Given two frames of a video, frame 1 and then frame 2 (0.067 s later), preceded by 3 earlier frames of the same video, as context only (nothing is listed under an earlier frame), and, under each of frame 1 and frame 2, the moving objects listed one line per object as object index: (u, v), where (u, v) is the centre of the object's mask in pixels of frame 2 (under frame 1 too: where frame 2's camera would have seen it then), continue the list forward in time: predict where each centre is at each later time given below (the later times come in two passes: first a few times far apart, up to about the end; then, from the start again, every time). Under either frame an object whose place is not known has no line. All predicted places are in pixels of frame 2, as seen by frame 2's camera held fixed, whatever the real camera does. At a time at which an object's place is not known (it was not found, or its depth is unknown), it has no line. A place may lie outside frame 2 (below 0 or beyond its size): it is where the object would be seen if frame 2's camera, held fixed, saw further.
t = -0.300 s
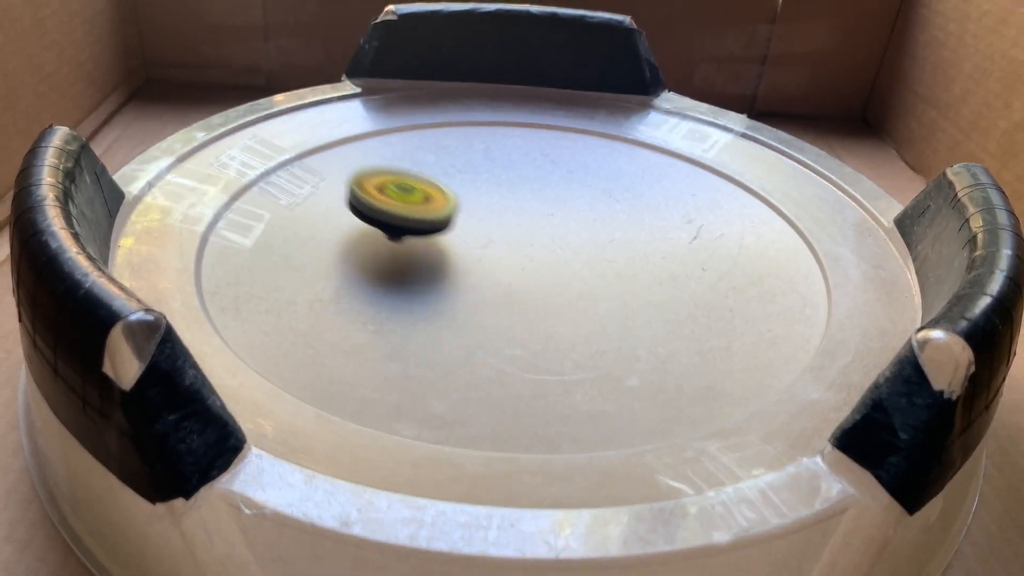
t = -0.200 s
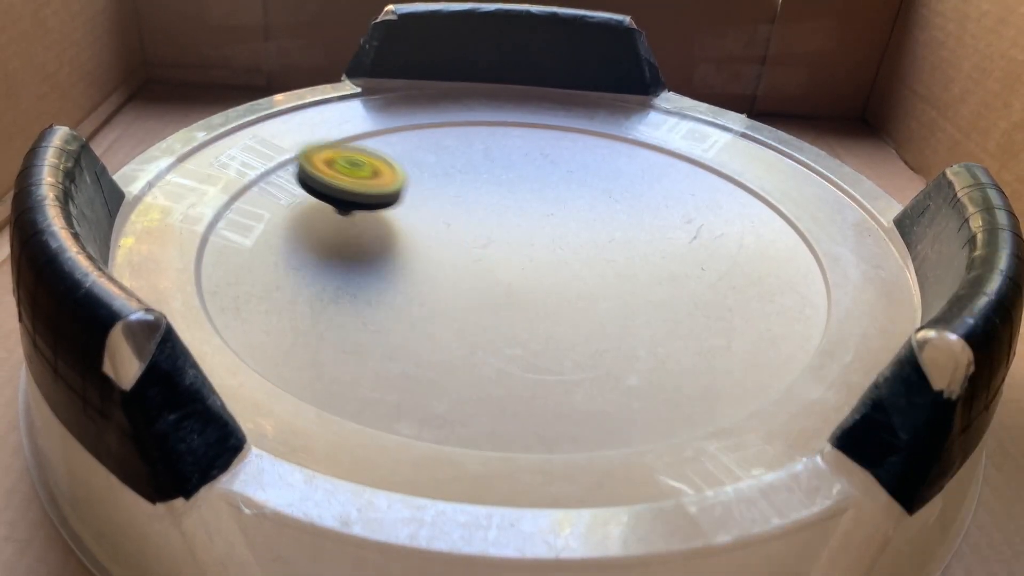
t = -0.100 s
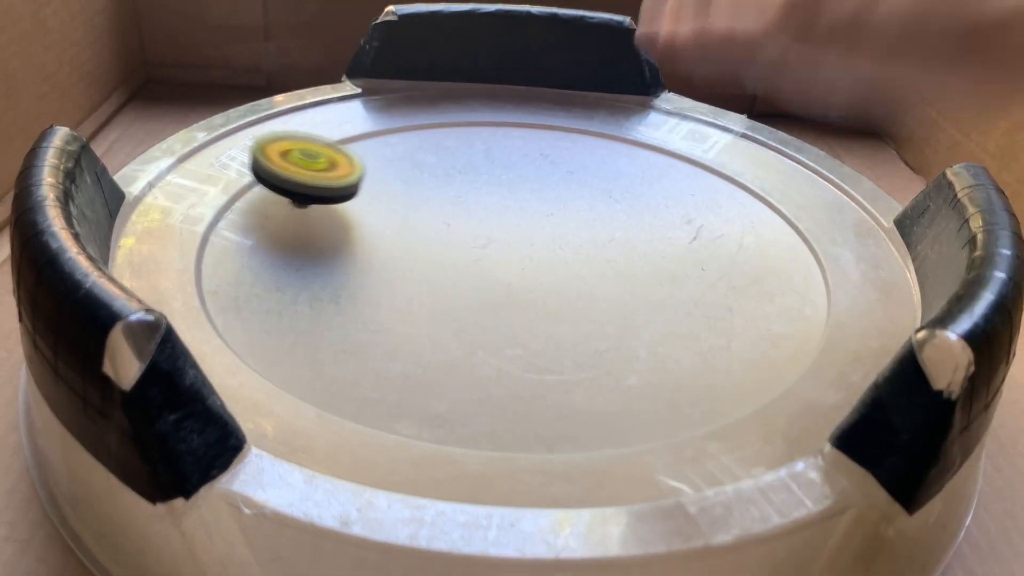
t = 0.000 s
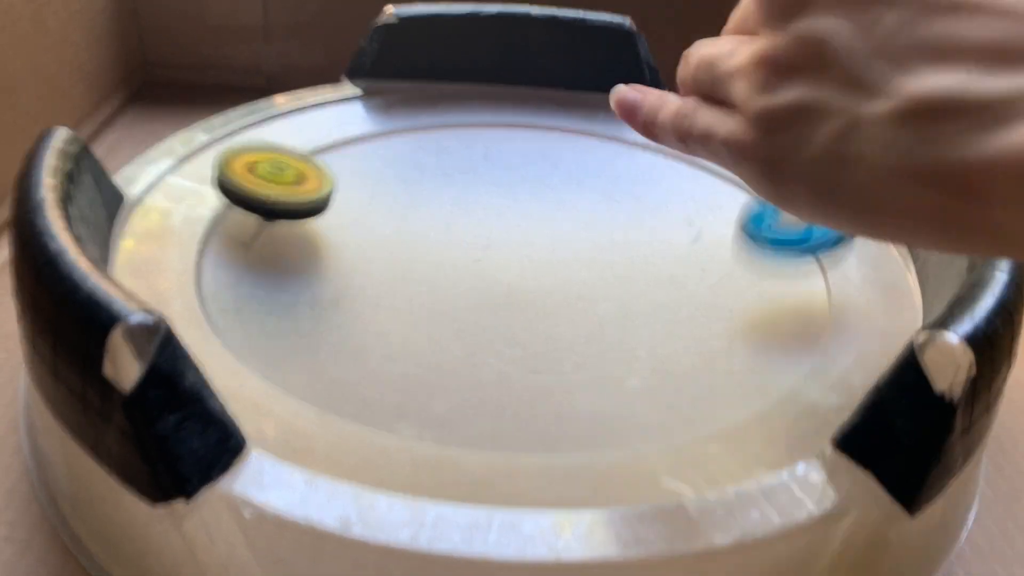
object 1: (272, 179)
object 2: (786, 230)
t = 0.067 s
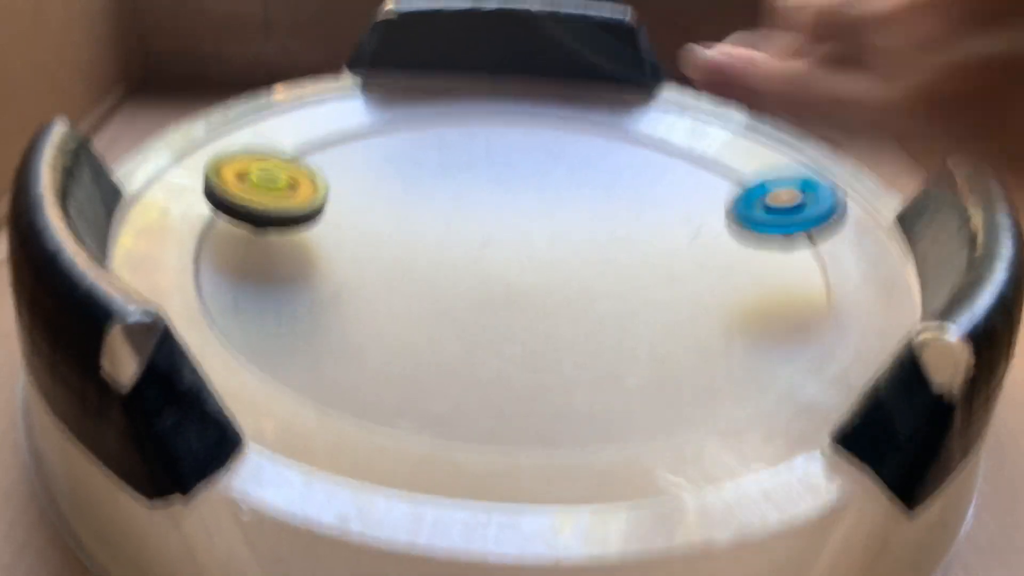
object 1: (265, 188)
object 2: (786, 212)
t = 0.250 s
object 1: (341, 234)
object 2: (751, 245)
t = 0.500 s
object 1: (479, 200)
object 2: (771, 288)
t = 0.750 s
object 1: (461, 124)
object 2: (736, 270)
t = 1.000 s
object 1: (383, 136)
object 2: (567, 366)
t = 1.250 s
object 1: (482, 208)
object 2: (756, 340)
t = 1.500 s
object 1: (625, 183)
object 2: (510, 276)
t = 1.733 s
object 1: (622, 127)
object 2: (377, 355)
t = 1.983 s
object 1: (533, 148)
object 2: (621, 425)
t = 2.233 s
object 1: (573, 227)
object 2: (555, 293)
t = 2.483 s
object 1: (648, 202)
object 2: (263, 301)
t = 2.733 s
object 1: (620, 197)
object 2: (573, 333)
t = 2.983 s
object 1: (617, 199)
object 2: (218, 216)
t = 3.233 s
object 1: (602, 253)
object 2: (271, 331)
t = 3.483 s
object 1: (678, 270)
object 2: (521, 267)
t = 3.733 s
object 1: (654, 248)
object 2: (234, 112)
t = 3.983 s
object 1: (550, 271)
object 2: (191, 156)
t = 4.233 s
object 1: (556, 329)
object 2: (263, 167)
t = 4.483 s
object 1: (630, 305)
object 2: (480, 192)
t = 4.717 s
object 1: (521, 266)
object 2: (422, 97)
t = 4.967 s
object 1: (400, 275)
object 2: (443, 210)
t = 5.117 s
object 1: (396, 307)
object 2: (613, 183)
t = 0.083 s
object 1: (265, 198)
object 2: (784, 204)
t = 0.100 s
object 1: (268, 201)
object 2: (782, 203)
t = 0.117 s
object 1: (271, 206)
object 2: (778, 208)
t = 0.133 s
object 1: (276, 210)
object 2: (771, 220)
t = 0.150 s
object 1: (282, 214)
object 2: (765, 238)
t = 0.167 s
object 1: (289, 218)
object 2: (763, 233)
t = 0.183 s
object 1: (298, 223)
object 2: (763, 227)
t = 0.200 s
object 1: (309, 224)
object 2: (761, 227)
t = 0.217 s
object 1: (320, 230)
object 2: (757, 237)
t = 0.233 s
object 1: (329, 233)
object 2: (753, 246)
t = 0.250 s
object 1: (341, 234)
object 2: (751, 245)
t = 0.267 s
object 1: (354, 237)
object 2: (746, 248)
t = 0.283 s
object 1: (367, 236)
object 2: (741, 253)
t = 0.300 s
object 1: (379, 237)
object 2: (740, 256)
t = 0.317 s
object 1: (390, 237)
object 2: (739, 260)
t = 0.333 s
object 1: (400, 236)
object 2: (739, 262)
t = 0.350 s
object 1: (412, 234)
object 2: (740, 266)
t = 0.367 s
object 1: (423, 232)
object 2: (741, 270)
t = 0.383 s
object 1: (432, 230)
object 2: (743, 273)
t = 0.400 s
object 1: (441, 226)
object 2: (745, 275)
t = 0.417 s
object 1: (449, 223)
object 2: (748, 278)
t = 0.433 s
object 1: (457, 219)
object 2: (752, 281)
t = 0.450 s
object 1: (463, 216)
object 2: (756, 284)
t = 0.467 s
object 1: (469, 210)
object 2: (761, 286)
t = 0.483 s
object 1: (474, 205)
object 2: (766, 287)
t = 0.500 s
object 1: (479, 200)
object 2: (771, 288)
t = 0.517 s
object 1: (482, 195)
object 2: (776, 288)
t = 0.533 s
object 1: (485, 189)
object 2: (781, 288)
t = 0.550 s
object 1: (487, 184)
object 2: (785, 287)
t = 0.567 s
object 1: (488, 179)
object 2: (790, 286)
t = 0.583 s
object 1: (489, 173)
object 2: (793, 285)
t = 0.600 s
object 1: (489, 167)
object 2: (795, 283)
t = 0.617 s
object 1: (488, 162)
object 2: (796, 280)
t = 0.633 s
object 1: (487, 156)
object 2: (795, 278)
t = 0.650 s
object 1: (485, 152)
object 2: (793, 276)
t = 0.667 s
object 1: (482, 146)
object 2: (787, 273)
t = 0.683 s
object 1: (479, 141)
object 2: (781, 271)
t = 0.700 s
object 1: (475, 136)
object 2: (772, 270)
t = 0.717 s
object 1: (471, 132)
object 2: (761, 269)
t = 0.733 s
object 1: (466, 128)
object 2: (749, 269)
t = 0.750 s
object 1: (461, 124)
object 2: (736, 270)
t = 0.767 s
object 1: (456, 121)
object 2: (721, 272)
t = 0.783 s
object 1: (450, 119)
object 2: (707, 275)
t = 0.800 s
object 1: (444, 116)
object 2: (691, 278)
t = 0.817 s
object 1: (438, 115)
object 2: (676, 282)
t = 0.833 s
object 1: (431, 114)
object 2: (660, 287)
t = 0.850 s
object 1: (425, 113)
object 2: (646, 293)
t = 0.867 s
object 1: (418, 114)
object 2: (631, 299)
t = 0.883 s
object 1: (412, 114)
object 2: (617, 306)
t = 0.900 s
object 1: (406, 116)
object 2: (604, 313)
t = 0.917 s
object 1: (401, 119)
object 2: (593, 321)
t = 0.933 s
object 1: (396, 121)
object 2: (584, 329)
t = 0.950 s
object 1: (392, 125)
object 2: (576, 338)
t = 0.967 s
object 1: (388, 128)
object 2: (571, 346)
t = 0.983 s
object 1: (385, 132)
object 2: (568, 356)
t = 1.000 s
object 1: (383, 136)
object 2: (567, 366)
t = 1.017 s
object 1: (382, 142)
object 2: (571, 376)
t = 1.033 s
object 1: (383, 147)
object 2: (578, 386)
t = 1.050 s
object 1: (385, 153)
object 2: (590, 397)
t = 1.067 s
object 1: (388, 159)
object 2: (611, 391)
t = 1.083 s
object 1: (393, 165)
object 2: (628, 375)
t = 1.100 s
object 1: (399, 171)
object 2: (645, 365)
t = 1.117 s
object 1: (404, 177)
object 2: (659, 362)
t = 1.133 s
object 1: (413, 182)
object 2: (672, 366)
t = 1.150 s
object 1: (421, 186)
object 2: (687, 368)
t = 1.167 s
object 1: (431, 191)
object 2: (701, 360)
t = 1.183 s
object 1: (441, 195)
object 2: (712, 358)
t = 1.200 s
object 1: (451, 199)
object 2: (726, 355)
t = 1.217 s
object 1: (460, 202)
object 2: (738, 351)
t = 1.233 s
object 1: (472, 205)
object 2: (748, 346)
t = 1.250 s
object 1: (482, 208)
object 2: (756, 340)
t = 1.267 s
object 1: (493, 209)
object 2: (760, 334)
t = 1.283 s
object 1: (505, 211)
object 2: (760, 327)
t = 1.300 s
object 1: (516, 211)
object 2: (756, 321)
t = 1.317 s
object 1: (527, 212)
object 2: (749, 313)
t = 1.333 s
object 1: (539, 211)
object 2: (738, 307)
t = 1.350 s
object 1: (550, 210)
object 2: (725, 301)
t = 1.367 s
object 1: (560, 209)
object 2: (708, 295)
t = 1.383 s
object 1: (570, 207)
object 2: (689, 290)
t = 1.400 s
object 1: (580, 205)
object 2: (666, 286)
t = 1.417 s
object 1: (589, 202)
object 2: (641, 282)
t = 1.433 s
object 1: (597, 199)
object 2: (616, 279)
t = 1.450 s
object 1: (606, 196)
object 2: (595, 277)
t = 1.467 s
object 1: (613, 192)
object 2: (566, 275)
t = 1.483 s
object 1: (619, 188)
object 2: (538, 275)
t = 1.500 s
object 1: (625, 183)
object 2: (510, 276)
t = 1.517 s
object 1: (630, 179)
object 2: (483, 277)
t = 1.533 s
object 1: (634, 175)
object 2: (454, 279)
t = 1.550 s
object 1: (637, 170)
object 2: (425, 282)
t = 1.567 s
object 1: (640, 166)
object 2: (397, 287)
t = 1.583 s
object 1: (642, 161)
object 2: (369, 293)
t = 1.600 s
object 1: (643, 156)
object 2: (342, 301)
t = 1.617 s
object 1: (643, 152)
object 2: (314, 311)
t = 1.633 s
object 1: (642, 147)
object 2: (290, 323)
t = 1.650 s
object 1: (641, 142)
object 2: (274, 333)
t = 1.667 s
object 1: (638, 138)
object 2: (291, 323)
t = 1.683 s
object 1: (634, 134)
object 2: (310, 320)
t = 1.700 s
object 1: (631, 131)
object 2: (331, 325)
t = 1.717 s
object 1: (627, 129)
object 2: (354, 337)
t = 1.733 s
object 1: (622, 127)
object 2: (377, 355)
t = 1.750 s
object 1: (616, 125)
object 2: (405, 385)
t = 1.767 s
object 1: (610, 122)
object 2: (437, 428)
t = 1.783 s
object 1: (603, 120)
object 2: (468, 439)
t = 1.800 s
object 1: (598, 119)
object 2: (493, 431)
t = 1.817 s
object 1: (591, 118)
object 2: (515, 432)
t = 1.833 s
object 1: (584, 119)
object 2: (539, 440)
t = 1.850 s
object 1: (578, 120)
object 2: (561, 450)
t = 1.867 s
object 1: (572, 121)
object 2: (573, 449)
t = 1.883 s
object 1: (566, 123)
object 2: (586, 451)
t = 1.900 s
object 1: (561, 125)
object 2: (599, 448)
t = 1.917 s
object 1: (555, 129)
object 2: (608, 445)
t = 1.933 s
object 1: (549, 132)
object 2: (614, 441)
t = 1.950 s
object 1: (543, 137)
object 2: (618, 436)
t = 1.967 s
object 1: (538, 141)
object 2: (620, 432)
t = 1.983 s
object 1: (533, 148)
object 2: (621, 425)
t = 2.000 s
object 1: (529, 154)
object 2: (619, 419)
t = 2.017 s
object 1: (526, 159)
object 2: (618, 412)
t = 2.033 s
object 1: (524, 165)
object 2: (615, 404)
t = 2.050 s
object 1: (524, 171)
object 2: (612, 397)
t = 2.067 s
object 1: (524, 178)
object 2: (608, 395)
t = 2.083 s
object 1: (525, 185)
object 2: (610, 387)
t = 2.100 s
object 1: (528, 192)
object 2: (613, 378)
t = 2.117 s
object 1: (530, 198)
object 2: (615, 368)
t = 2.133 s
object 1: (534, 205)
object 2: (617, 355)
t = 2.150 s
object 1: (538, 211)
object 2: (614, 345)
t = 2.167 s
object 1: (544, 217)
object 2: (608, 332)
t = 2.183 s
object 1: (550, 223)
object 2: (599, 320)
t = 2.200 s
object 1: (557, 229)
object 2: (587, 308)
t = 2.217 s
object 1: (564, 231)
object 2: (573, 299)
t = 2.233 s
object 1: (573, 227)
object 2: (555, 293)
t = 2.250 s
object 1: (581, 225)
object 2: (534, 289)
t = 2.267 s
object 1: (588, 221)
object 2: (510, 290)
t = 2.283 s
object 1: (596, 220)
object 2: (480, 284)
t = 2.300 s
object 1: (602, 217)
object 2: (456, 284)
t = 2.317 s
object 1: (608, 216)
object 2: (430, 282)
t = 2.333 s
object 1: (613, 215)
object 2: (404, 280)
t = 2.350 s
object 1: (617, 213)
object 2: (380, 280)
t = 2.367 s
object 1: (622, 212)
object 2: (355, 280)
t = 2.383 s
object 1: (627, 211)
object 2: (331, 282)
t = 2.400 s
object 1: (632, 209)
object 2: (307, 284)
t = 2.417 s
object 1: (636, 208)
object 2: (287, 287)
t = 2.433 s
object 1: (639, 206)
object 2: (264, 293)
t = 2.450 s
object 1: (643, 205)
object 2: (246, 299)
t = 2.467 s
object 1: (646, 203)
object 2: (243, 301)
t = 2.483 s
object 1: (648, 202)
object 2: (263, 301)
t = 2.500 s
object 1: (650, 200)
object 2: (284, 307)
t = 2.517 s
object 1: (651, 198)
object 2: (309, 322)
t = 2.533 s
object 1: (652, 197)
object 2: (332, 343)
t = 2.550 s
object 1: (652, 196)
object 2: (361, 363)
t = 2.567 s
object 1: (650, 196)
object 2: (382, 364)
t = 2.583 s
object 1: (649, 195)
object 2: (403, 370)
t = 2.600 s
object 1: (646, 193)
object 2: (431, 382)
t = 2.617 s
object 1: (644, 194)
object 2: (454, 383)
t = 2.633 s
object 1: (640, 193)
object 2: (481, 384)
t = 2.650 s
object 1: (638, 192)
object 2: (502, 381)
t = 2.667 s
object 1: (635, 192)
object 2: (524, 375)
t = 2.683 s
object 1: (631, 192)
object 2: (543, 366)
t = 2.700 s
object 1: (628, 194)
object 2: (556, 357)
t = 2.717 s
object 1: (624, 195)
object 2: (567, 346)
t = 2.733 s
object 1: (620, 197)
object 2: (573, 333)
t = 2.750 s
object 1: (617, 199)
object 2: (575, 318)
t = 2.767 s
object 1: (614, 202)
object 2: (574, 304)
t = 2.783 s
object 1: (610, 205)
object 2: (568, 290)
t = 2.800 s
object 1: (608, 208)
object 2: (562, 277)
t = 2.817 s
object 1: (609, 209)
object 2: (545, 263)
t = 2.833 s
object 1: (617, 204)
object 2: (508, 256)
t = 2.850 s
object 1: (623, 200)
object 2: (478, 250)
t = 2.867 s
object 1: (627, 196)
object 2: (446, 244)
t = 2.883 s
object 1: (630, 195)
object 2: (414, 237)
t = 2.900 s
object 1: (631, 194)
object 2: (380, 231)
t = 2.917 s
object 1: (630, 193)
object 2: (350, 226)
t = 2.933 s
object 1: (628, 194)
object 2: (318, 222)
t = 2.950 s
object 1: (625, 195)
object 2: (285, 219)
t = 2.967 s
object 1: (622, 197)
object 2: (254, 217)
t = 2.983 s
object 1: (617, 199)
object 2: (218, 216)
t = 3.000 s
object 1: (613, 202)
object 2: (204, 215)
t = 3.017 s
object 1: (611, 202)
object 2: (205, 212)
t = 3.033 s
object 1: (606, 206)
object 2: (202, 218)
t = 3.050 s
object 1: (603, 210)
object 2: (204, 232)
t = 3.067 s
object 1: (599, 213)
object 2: (206, 253)
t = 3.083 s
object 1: (597, 216)
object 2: (212, 281)
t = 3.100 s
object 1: (595, 220)
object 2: (222, 314)
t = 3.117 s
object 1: (594, 224)
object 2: (217, 308)
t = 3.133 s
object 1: (592, 228)
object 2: (218, 303)
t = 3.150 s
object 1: (593, 232)
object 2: (224, 305)
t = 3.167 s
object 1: (593, 237)
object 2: (233, 312)
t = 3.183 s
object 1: (595, 241)
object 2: (246, 329)
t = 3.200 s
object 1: (597, 245)
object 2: (256, 342)
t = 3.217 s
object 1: (599, 249)
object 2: (261, 335)
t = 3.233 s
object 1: (602, 253)
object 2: (271, 331)
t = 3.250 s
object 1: (606, 255)
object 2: (279, 335)
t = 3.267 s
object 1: (610, 258)
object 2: (293, 342)
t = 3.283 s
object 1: (615, 261)
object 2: (315, 342)
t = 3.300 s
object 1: (620, 263)
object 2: (342, 347)
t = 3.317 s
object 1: (626, 265)
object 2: (370, 352)
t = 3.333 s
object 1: (631, 267)
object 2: (393, 350)
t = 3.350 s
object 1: (637, 269)
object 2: (420, 349)
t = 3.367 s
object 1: (643, 270)
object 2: (441, 344)
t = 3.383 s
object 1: (649, 271)
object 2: (464, 337)
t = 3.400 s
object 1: (655, 272)
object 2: (483, 328)
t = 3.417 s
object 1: (660, 273)
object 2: (497, 318)
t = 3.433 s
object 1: (664, 273)
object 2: (508, 307)
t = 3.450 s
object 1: (669, 272)
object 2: (516, 294)
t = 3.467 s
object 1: (673, 271)
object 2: (520, 280)
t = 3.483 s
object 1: (678, 270)
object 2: (521, 267)
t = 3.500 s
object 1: (681, 269)
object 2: (518, 252)
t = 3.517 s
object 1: (684, 267)
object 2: (512, 237)
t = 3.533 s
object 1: (686, 265)
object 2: (503, 220)
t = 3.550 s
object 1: (688, 263)
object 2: (491, 205)
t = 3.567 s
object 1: (689, 262)
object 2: (475, 188)
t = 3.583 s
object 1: (689, 260)
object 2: (458, 176)
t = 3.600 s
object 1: (688, 257)
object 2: (438, 162)
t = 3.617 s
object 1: (687, 255)
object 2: (415, 148)
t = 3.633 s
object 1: (684, 253)
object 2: (391, 134)
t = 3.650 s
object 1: (680, 251)
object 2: (362, 122)
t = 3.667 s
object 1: (676, 250)
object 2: (335, 113)
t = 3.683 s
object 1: (669, 249)
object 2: (304, 101)
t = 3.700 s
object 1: (666, 249)
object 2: (285, 101)
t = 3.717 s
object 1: (660, 248)
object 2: (260, 104)
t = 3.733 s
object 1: (654, 248)
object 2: (234, 112)
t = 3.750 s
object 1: (646, 249)
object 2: (212, 129)
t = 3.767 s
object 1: (639, 249)
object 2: (186, 151)
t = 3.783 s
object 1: (631, 250)
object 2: (166, 150)
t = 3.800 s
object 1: (623, 250)
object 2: (148, 148)
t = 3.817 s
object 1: (616, 251)
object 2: (152, 140)
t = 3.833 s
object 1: (609, 252)
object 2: (155, 140)
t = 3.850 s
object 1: (601, 254)
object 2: (160, 144)
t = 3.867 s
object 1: (594, 255)
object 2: (168, 156)
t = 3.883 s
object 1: (587, 256)
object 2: (175, 162)
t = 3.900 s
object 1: (580, 258)
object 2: (176, 156)
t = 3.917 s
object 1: (575, 260)
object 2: (178, 156)
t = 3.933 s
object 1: (567, 264)
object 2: (182, 159)
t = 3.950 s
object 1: (562, 266)
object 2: (184, 159)
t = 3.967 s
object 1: (556, 269)
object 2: (187, 159)
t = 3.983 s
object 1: (550, 271)
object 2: (191, 156)
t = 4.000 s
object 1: (546, 275)
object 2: (195, 156)
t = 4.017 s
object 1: (541, 279)
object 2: (201, 155)
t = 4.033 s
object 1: (537, 283)
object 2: (206, 154)
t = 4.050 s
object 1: (534, 286)
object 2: (211, 154)
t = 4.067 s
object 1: (532, 291)
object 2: (217, 154)
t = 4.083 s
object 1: (531, 294)
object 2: (222, 153)
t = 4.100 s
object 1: (530, 299)
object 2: (228, 151)
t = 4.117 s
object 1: (530, 303)
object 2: (233, 151)
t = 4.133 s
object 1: (530, 307)
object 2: (238, 150)
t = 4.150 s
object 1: (532, 311)
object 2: (243, 149)
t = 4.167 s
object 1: (535, 316)
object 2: (248, 149)
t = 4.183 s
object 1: (539, 319)
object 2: (251, 150)
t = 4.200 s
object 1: (543, 323)
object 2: (254, 153)
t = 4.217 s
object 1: (550, 326)
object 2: (259, 161)
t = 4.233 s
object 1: (556, 329)
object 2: (263, 167)
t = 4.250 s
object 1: (564, 331)
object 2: (269, 175)
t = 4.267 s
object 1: (570, 333)
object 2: (275, 183)
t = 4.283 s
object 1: (577, 334)
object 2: (283, 190)
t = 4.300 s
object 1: (584, 335)
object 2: (296, 197)
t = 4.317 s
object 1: (591, 335)
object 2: (310, 203)
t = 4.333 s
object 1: (599, 334)
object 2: (326, 209)
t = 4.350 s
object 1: (606, 332)
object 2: (345, 213)
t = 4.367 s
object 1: (614, 331)
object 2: (363, 216)
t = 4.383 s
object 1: (620, 328)
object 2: (383, 217)
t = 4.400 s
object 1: (625, 325)
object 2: (402, 217)
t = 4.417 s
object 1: (628, 322)
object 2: (421, 214)
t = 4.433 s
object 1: (631, 317)
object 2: (438, 211)
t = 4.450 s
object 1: (632, 314)
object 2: (454, 206)
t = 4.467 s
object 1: (632, 309)
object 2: (468, 199)
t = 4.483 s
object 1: (630, 305)
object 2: (480, 192)
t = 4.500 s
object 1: (627, 301)
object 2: (491, 184)
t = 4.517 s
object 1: (623, 297)
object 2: (499, 174)
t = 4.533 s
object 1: (618, 293)
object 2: (505, 164)
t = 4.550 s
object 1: (611, 289)
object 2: (509, 154)
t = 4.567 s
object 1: (604, 286)
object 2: (511, 144)
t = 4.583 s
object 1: (596, 283)
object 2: (511, 132)
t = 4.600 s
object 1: (588, 281)
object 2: (508, 120)
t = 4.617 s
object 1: (579, 278)
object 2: (504, 110)
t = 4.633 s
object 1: (570, 275)
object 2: (498, 99)
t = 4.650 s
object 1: (559, 274)
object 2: (485, 90)
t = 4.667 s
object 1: (551, 271)
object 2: (471, 86)
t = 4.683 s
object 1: (541, 269)
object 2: (454, 84)
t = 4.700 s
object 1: (531, 268)
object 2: (440, 88)
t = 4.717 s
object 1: (521, 266)
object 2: (422, 97)
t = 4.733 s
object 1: (511, 265)
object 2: (406, 112)
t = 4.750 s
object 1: (501, 264)
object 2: (390, 123)
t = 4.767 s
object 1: (491, 265)
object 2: (380, 123)
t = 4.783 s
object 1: (482, 264)
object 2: (371, 125)
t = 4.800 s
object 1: (473, 264)
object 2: (358, 136)
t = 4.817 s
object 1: (465, 263)
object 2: (355, 141)
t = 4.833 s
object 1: (456, 264)
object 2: (354, 148)
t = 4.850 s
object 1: (448, 264)
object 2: (355, 158)
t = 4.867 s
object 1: (440, 266)
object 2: (360, 166)
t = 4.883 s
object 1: (433, 266)
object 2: (367, 174)
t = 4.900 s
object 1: (425, 267)
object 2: (377, 183)
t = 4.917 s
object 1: (418, 268)
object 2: (391, 192)
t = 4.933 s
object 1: (411, 270)
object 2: (406, 198)
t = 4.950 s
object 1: (406, 272)
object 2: (423, 204)
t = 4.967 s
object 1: (400, 275)
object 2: (443, 210)
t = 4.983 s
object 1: (396, 278)
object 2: (463, 215)
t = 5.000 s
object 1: (392, 281)
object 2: (483, 217)
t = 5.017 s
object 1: (389, 285)
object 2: (505, 217)
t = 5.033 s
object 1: (388, 288)
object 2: (525, 216)
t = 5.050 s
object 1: (388, 292)
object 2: (545, 212)
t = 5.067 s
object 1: (388, 296)
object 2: (564, 207)
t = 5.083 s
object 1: (389, 299)
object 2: (582, 200)
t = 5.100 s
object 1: (392, 303)
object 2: (598, 193)
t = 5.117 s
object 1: (396, 307)
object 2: (613, 183)
